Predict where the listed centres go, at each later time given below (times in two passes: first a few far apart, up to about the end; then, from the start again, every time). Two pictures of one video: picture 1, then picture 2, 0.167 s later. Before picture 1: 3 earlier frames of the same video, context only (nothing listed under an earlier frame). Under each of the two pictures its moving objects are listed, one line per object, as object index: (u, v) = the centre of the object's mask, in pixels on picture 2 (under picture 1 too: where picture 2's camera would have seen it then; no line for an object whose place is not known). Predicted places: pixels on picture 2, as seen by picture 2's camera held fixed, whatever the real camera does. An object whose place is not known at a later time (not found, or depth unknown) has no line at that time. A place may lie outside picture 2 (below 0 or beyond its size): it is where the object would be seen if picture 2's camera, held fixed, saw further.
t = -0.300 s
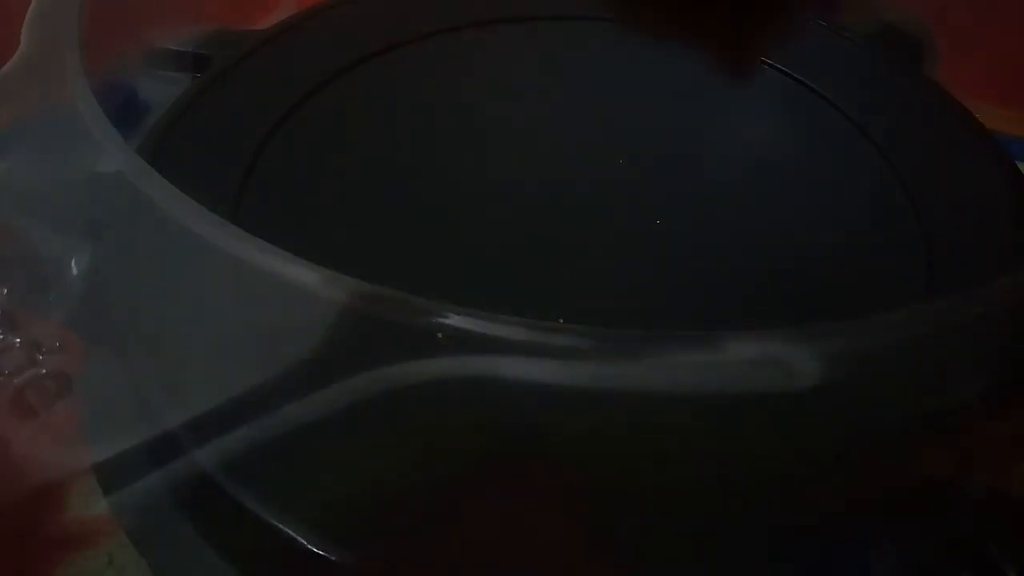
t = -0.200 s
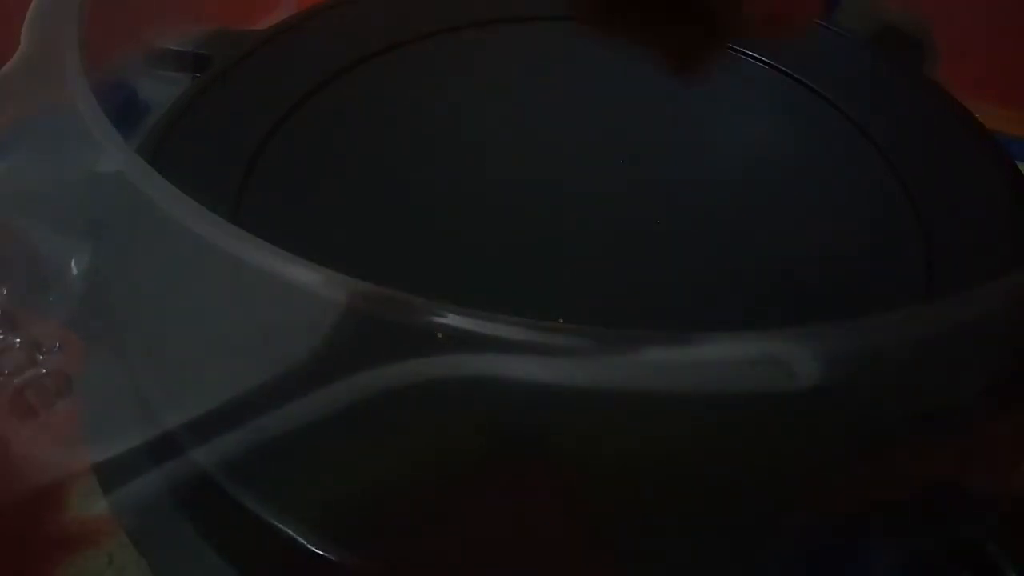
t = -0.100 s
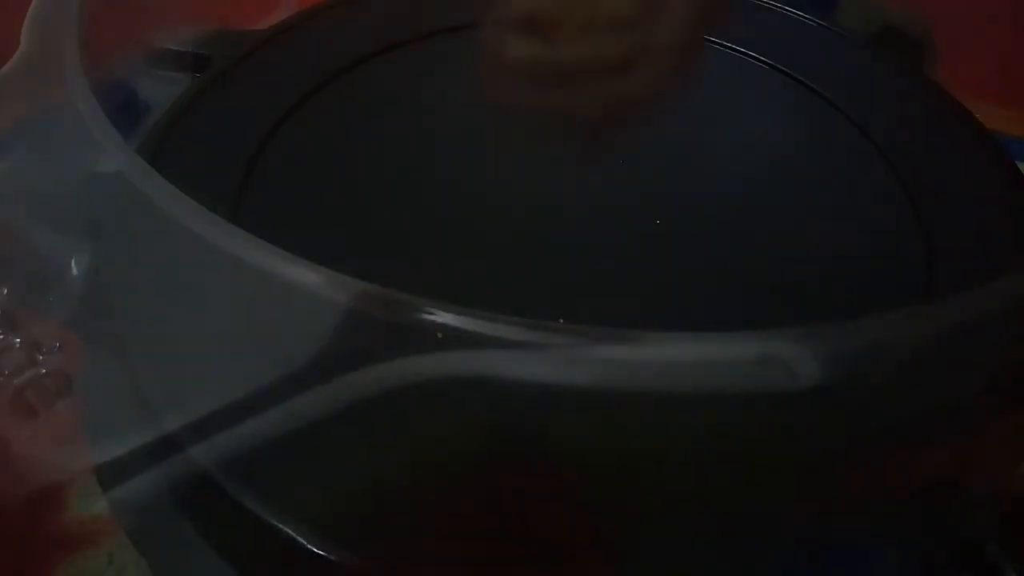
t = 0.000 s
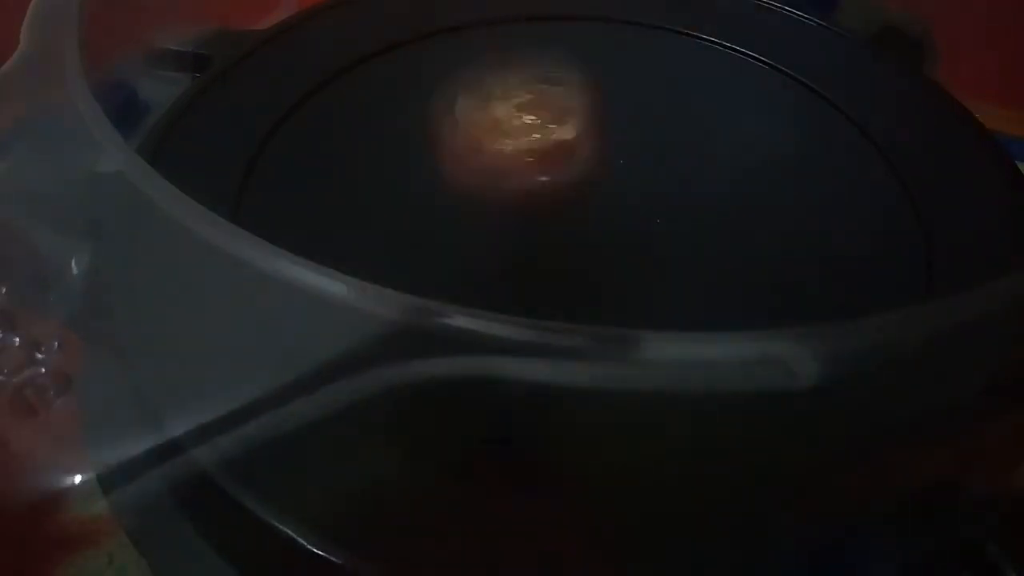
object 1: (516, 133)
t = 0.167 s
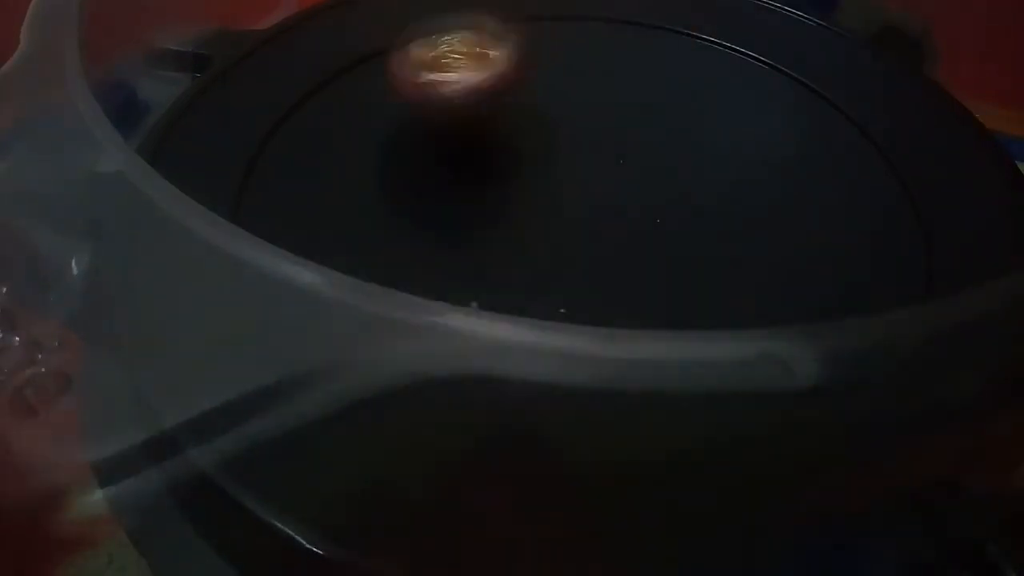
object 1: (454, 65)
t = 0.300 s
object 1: (454, 43)
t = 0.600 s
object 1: (535, 166)
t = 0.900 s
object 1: (638, 239)
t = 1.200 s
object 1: (609, 130)
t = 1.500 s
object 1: (504, 138)
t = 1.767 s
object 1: (530, 193)
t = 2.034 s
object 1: (594, 177)
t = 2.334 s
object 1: (619, 175)
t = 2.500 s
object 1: (580, 196)
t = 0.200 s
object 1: (451, 54)
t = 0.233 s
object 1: (451, 42)
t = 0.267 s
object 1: (452, 46)
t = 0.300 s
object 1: (454, 43)
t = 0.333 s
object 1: (456, 44)
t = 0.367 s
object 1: (461, 48)
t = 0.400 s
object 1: (468, 58)
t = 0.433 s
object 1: (478, 70)
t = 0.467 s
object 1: (487, 91)
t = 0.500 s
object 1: (497, 107)
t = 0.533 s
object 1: (508, 126)
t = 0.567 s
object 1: (522, 148)
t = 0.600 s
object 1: (535, 166)
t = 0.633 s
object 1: (549, 186)
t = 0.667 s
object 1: (564, 204)
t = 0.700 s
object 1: (577, 218)
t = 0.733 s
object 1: (592, 233)
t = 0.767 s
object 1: (603, 241)
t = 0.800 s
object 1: (614, 243)
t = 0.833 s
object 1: (623, 244)
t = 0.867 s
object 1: (630, 242)
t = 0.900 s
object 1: (638, 239)
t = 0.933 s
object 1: (641, 228)
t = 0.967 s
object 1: (643, 216)
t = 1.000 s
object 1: (644, 203)
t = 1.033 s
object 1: (643, 194)
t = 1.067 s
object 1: (640, 178)
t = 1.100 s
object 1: (637, 166)
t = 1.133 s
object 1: (630, 152)
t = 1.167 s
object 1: (620, 141)
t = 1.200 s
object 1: (609, 130)
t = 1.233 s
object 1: (595, 121)
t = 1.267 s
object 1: (580, 115)
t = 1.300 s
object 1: (566, 110)
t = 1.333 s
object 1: (549, 112)
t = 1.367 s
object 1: (536, 114)
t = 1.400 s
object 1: (526, 118)
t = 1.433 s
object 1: (515, 124)
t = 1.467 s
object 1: (508, 130)
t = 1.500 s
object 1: (504, 138)
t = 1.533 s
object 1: (501, 148)
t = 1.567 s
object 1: (500, 155)
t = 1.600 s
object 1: (501, 164)
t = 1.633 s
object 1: (505, 173)
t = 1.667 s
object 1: (508, 180)
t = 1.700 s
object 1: (516, 185)
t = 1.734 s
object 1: (522, 191)
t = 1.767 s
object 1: (530, 193)
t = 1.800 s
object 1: (539, 196)
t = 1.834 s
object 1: (547, 195)
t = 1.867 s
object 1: (555, 194)
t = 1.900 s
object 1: (564, 192)
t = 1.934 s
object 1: (571, 188)
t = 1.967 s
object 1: (578, 183)
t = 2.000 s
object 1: (586, 181)
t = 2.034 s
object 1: (594, 177)
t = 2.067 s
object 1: (601, 173)
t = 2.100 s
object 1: (607, 171)
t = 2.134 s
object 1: (614, 168)
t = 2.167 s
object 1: (618, 166)
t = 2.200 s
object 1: (622, 165)
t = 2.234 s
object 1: (623, 167)
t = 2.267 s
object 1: (623, 168)
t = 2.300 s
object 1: (623, 174)
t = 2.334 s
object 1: (619, 175)
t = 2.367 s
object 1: (614, 179)
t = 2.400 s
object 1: (606, 183)
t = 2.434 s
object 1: (599, 186)
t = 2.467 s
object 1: (590, 192)
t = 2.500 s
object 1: (580, 196)
